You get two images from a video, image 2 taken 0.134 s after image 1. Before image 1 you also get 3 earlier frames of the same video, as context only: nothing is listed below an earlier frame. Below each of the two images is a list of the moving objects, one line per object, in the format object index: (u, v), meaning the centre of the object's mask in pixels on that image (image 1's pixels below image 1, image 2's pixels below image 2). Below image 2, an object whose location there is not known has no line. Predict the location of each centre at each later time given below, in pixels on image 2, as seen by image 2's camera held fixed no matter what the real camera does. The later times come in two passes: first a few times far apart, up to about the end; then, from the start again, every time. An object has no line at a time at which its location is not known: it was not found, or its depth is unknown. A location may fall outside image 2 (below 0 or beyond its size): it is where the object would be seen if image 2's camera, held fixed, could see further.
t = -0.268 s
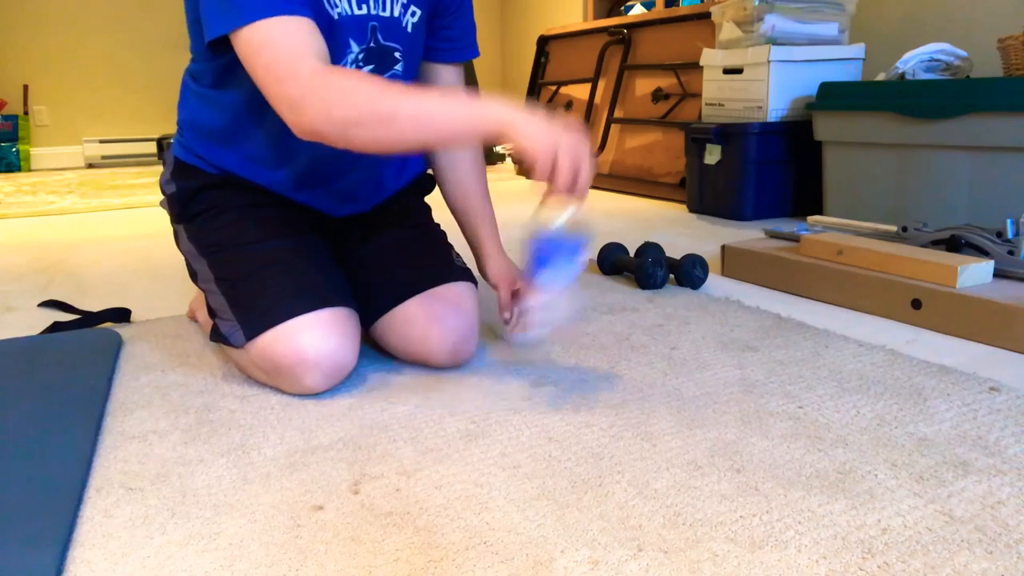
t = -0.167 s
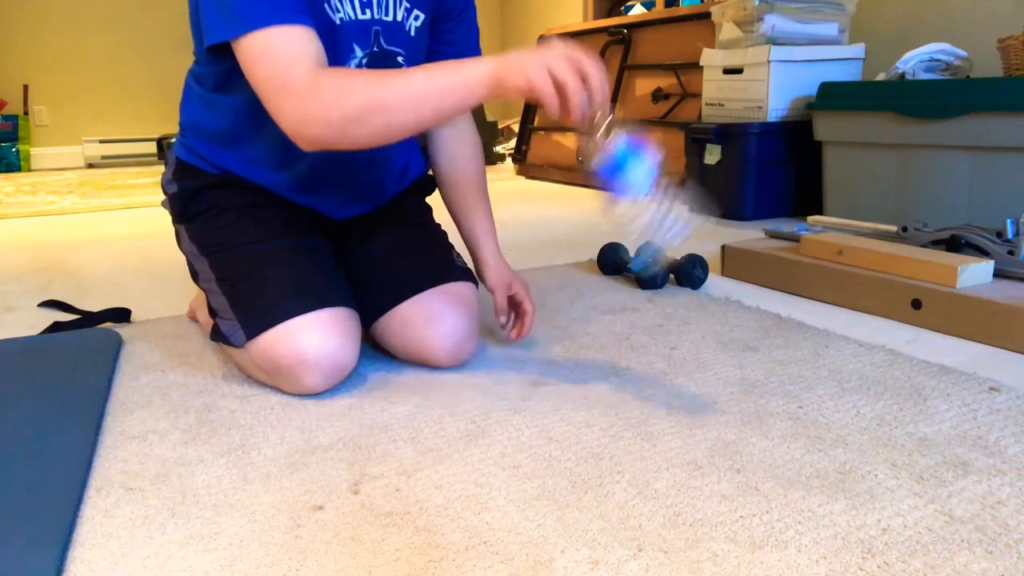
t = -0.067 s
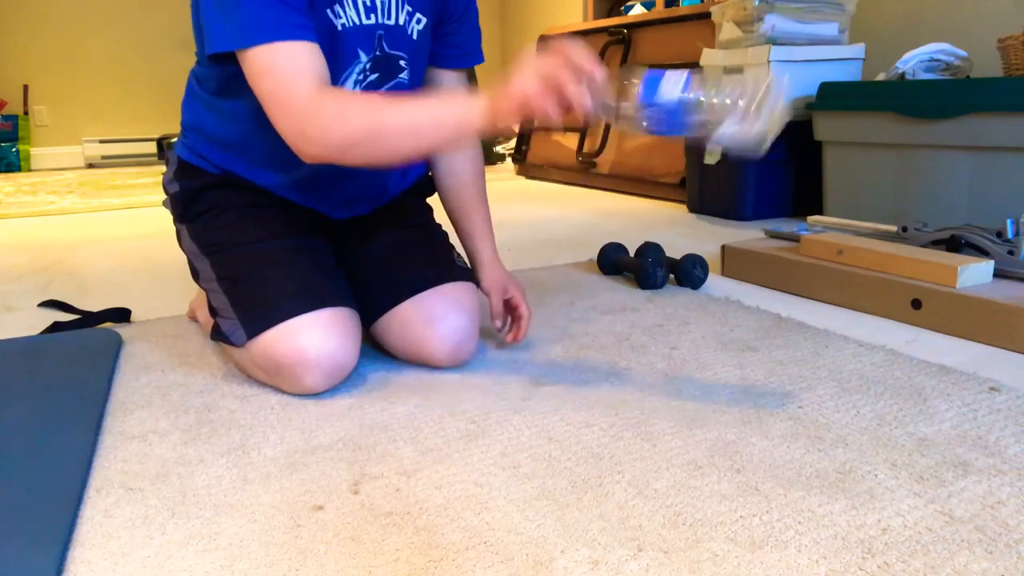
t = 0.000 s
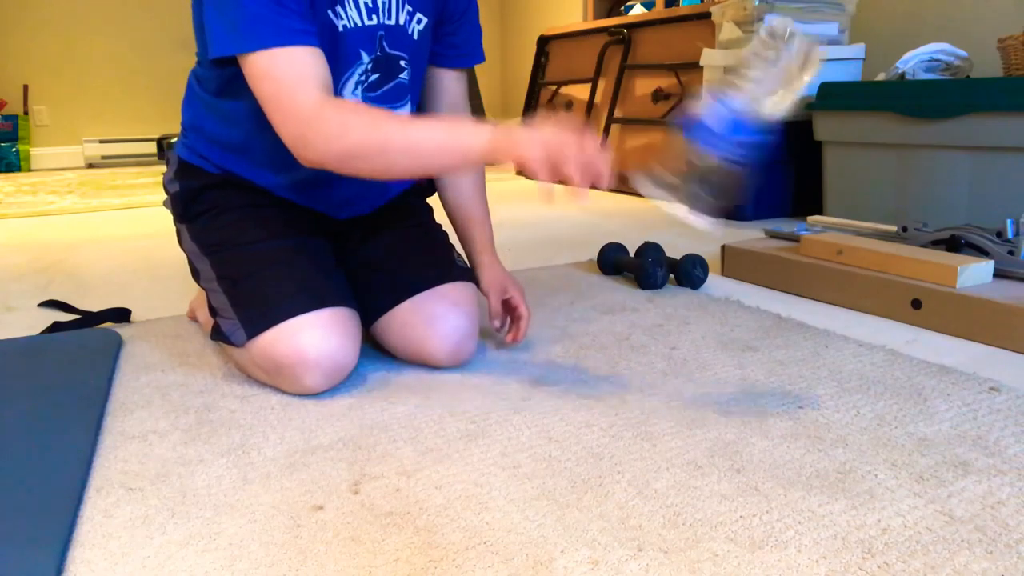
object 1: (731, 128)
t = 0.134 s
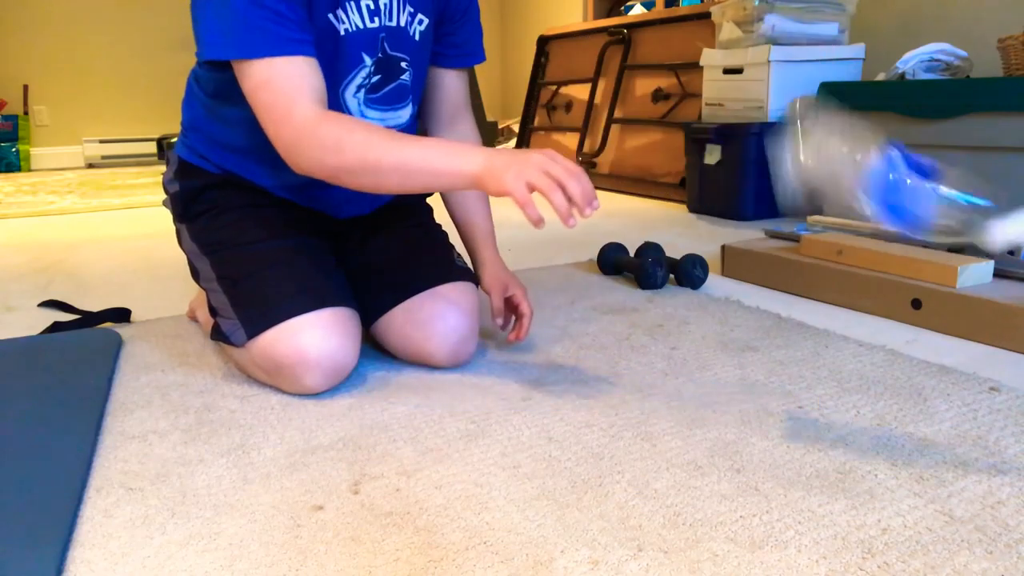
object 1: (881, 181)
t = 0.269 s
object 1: (924, 421)
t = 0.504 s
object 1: (947, 516)
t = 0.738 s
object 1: (951, 517)
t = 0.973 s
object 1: (952, 517)
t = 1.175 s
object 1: (951, 517)
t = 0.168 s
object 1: (890, 222)
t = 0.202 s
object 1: (907, 282)
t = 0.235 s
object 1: (915, 373)
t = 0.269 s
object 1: (924, 421)
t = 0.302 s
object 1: (929, 434)
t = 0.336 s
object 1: (933, 442)
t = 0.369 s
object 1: (937, 455)
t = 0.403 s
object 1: (939, 472)
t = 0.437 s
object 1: (942, 489)
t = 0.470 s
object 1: (949, 510)
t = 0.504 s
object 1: (947, 516)
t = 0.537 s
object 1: (950, 517)
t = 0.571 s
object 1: (951, 517)
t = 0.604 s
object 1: (951, 517)
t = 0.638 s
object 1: (951, 517)
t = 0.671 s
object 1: (951, 516)
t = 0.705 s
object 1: (951, 516)
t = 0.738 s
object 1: (951, 517)
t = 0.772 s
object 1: (951, 517)
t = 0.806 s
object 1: (951, 517)
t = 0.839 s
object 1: (951, 517)
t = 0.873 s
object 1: (952, 517)
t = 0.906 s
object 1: (951, 517)
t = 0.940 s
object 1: (951, 517)
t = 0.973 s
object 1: (952, 517)
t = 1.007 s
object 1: (951, 517)
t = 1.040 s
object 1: (951, 517)
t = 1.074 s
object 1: (951, 517)
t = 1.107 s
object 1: (951, 517)
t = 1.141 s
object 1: (951, 517)
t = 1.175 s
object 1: (951, 517)
